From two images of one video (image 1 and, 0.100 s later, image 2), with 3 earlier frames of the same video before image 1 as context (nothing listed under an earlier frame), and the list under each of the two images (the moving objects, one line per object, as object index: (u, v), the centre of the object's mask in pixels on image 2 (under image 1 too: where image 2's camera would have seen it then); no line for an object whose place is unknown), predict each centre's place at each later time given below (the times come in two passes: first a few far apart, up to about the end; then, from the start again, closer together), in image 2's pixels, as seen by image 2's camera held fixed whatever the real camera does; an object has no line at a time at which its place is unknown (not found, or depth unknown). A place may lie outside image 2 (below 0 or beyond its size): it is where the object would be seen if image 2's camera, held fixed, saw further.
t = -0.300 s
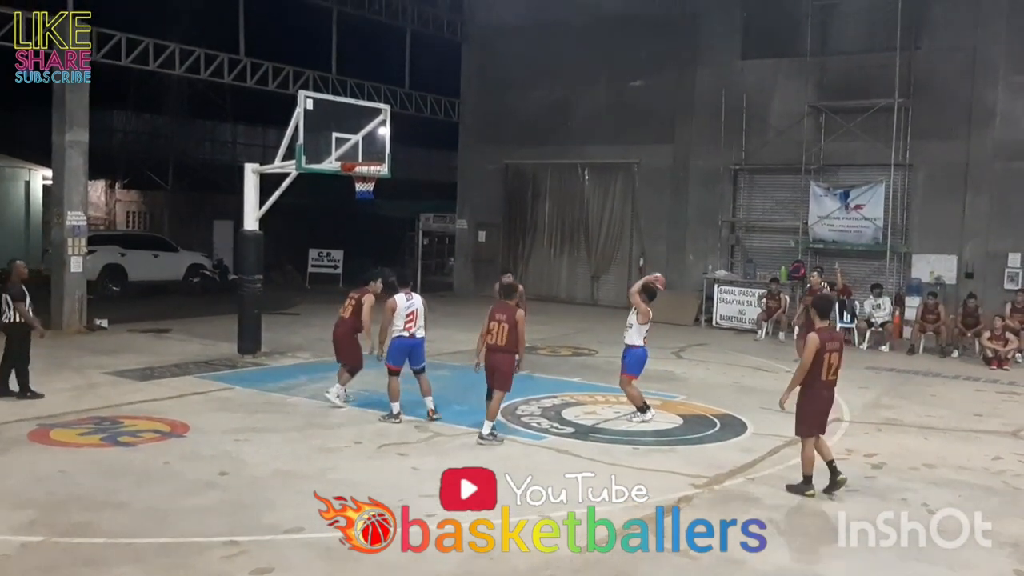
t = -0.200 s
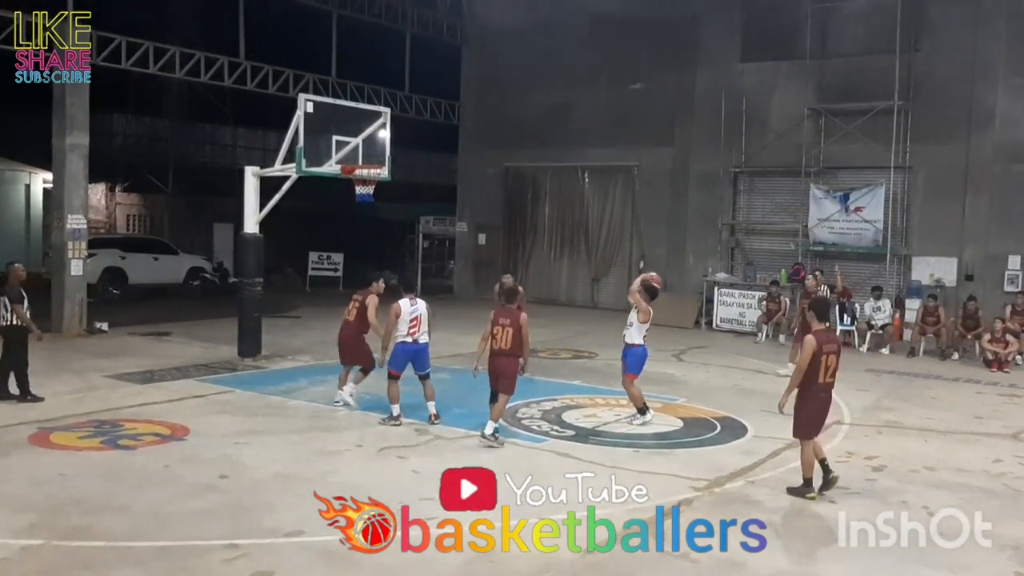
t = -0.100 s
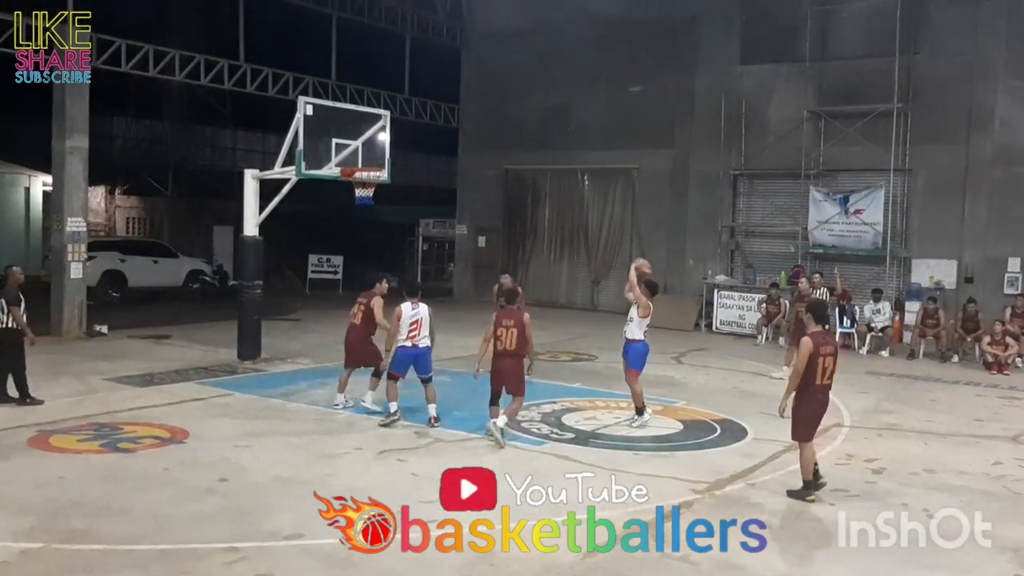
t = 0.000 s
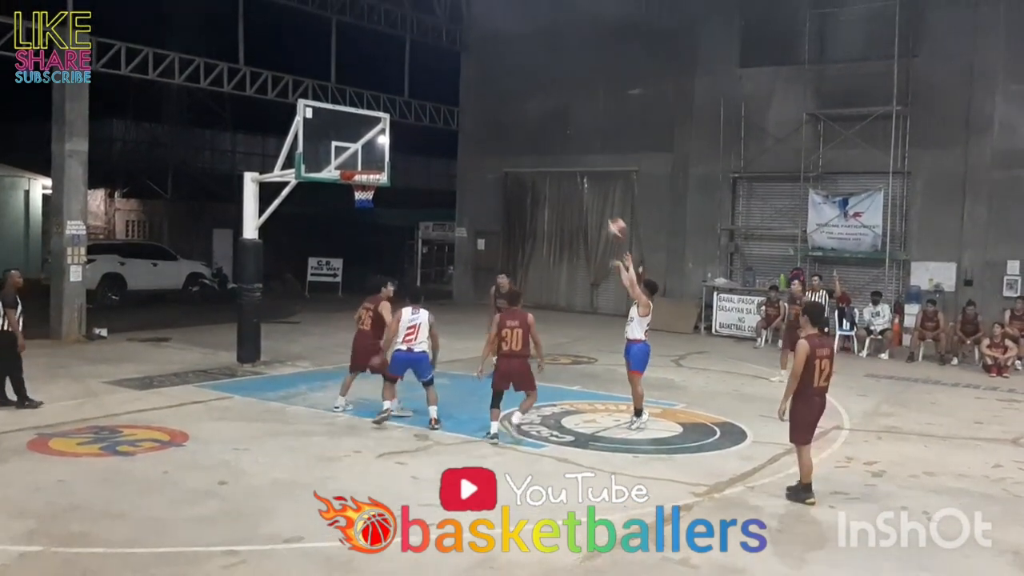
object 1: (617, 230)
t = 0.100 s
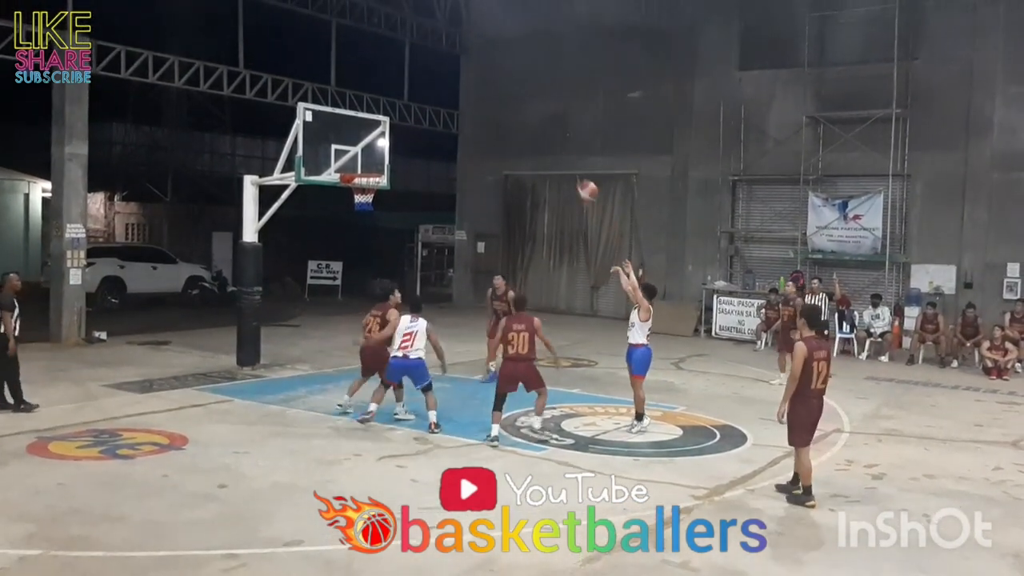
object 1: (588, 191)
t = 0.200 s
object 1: (560, 160)
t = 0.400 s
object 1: (507, 123)
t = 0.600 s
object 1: (456, 116)
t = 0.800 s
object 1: (409, 139)
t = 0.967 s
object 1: (382, 163)
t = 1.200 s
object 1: (400, 147)
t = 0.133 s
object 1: (578, 180)
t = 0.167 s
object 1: (569, 169)
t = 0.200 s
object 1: (560, 160)
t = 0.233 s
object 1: (550, 151)
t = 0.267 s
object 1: (541, 144)
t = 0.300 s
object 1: (533, 137)
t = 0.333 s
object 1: (524, 131)
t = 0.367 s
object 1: (515, 126)
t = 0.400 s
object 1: (507, 123)
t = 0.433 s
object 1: (498, 119)
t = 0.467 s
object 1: (490, 117)
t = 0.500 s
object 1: (481, 115)
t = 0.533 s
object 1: (473, 115)
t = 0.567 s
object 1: (464, 115)
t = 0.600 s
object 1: (456, 116)
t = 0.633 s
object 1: (448, 119)
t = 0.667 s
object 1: (440, 121)
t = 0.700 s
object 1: (432, 124)
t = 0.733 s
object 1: (424, 128)
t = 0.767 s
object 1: (416, 134)
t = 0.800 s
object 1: (409, 139)
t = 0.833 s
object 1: (401, 146)
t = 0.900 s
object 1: (387, 160)
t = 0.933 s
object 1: (380, 166)
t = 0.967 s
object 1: (382, 163)
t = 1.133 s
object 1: (395, 148)
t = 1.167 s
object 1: (398, 148)
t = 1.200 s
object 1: (400, 147)
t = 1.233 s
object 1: (403, 148)
